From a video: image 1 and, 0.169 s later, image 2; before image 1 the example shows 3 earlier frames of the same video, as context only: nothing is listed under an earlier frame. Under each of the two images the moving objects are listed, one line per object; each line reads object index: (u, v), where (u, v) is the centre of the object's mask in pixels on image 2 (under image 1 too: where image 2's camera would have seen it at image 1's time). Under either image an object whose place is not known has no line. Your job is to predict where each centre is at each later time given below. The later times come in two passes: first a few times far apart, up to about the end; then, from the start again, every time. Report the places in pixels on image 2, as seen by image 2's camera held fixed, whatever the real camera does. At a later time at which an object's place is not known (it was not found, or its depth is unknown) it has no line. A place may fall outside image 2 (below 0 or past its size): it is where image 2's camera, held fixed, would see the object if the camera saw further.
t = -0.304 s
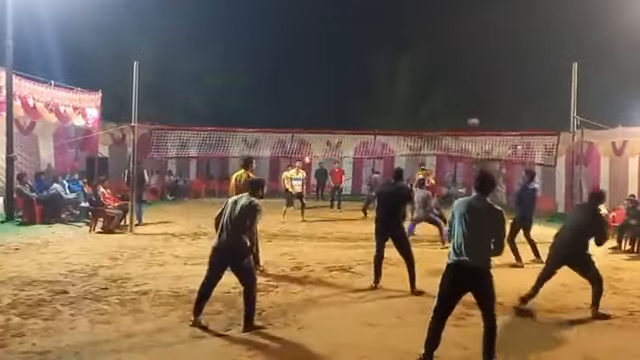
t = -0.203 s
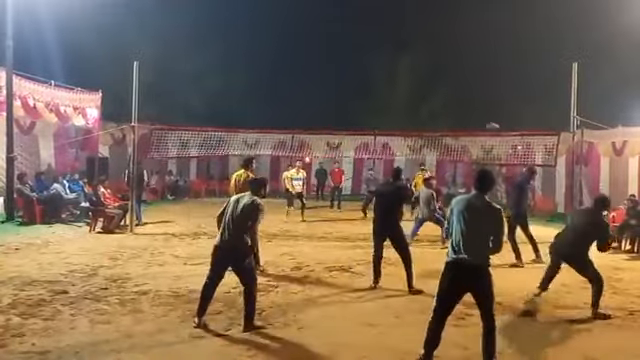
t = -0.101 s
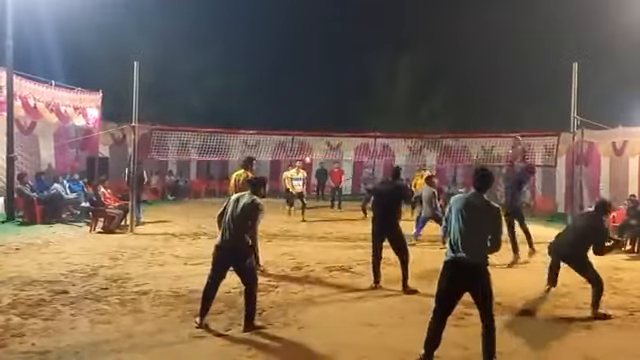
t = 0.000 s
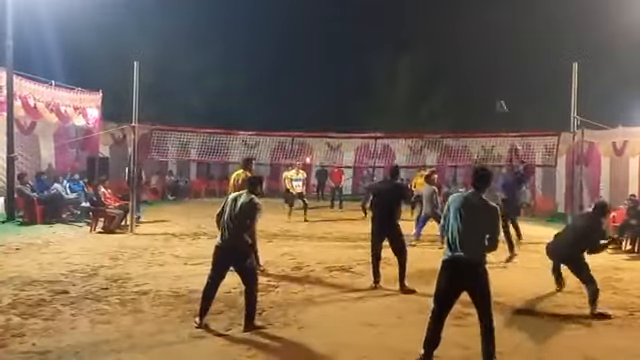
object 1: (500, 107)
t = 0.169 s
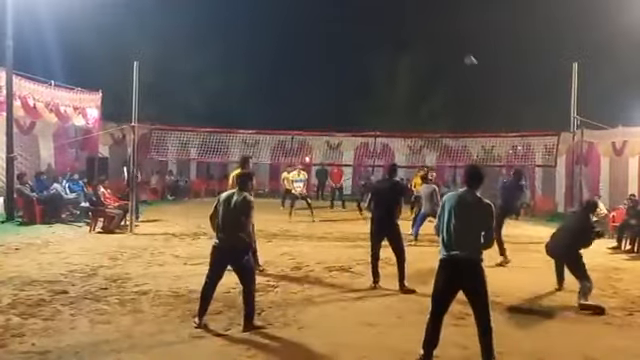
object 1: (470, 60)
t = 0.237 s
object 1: (459, 49)
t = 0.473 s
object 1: (427, 28)
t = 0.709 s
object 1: (401, 34)
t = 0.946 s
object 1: (381, 59)
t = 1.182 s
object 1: (364, 97)
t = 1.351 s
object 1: (354, 129)
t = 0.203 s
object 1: (464, 54)
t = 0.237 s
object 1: (459, 49)
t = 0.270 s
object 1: (454, 44)
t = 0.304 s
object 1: (449, 40)
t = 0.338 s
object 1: (444, 36)
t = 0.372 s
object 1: (440, 33)
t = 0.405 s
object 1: (435, 31)
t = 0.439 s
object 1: (431, 29)
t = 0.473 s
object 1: (427, 28)
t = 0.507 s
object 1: (422, 27)
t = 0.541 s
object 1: (419, 27)
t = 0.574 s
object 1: (415, 27)
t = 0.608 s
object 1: (411, 28)
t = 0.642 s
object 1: (408, 30)
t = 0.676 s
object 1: (404, 32)
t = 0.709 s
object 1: (401, 34)
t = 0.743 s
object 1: (398, 37)
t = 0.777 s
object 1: (395, 40)
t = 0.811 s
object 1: (392, 42)
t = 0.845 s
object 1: (389, 46)
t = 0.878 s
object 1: (387, 50)
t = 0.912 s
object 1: (384, 54)
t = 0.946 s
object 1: (381, 59)
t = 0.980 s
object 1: (379, 63)
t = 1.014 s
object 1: (376, 68)
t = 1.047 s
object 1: (374, 74)
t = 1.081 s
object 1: (371, 79)
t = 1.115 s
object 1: (369, 85)
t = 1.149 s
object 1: (367, 91)
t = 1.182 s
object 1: (364, 97)
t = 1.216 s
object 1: (362, 103)
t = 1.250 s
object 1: (360, 109)
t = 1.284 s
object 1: (358, 116)
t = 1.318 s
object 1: (356, 124)
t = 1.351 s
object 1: (354, 129)
